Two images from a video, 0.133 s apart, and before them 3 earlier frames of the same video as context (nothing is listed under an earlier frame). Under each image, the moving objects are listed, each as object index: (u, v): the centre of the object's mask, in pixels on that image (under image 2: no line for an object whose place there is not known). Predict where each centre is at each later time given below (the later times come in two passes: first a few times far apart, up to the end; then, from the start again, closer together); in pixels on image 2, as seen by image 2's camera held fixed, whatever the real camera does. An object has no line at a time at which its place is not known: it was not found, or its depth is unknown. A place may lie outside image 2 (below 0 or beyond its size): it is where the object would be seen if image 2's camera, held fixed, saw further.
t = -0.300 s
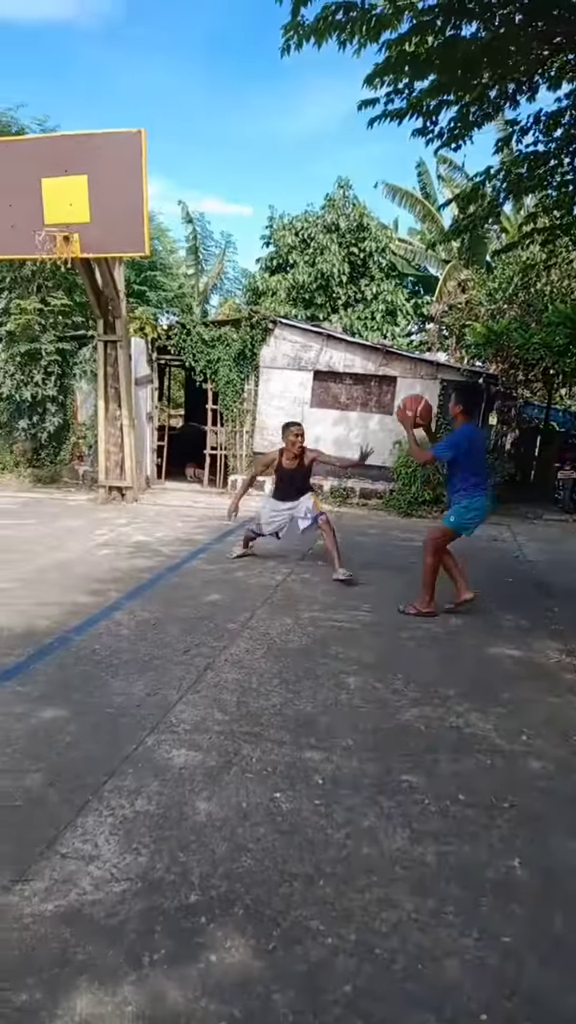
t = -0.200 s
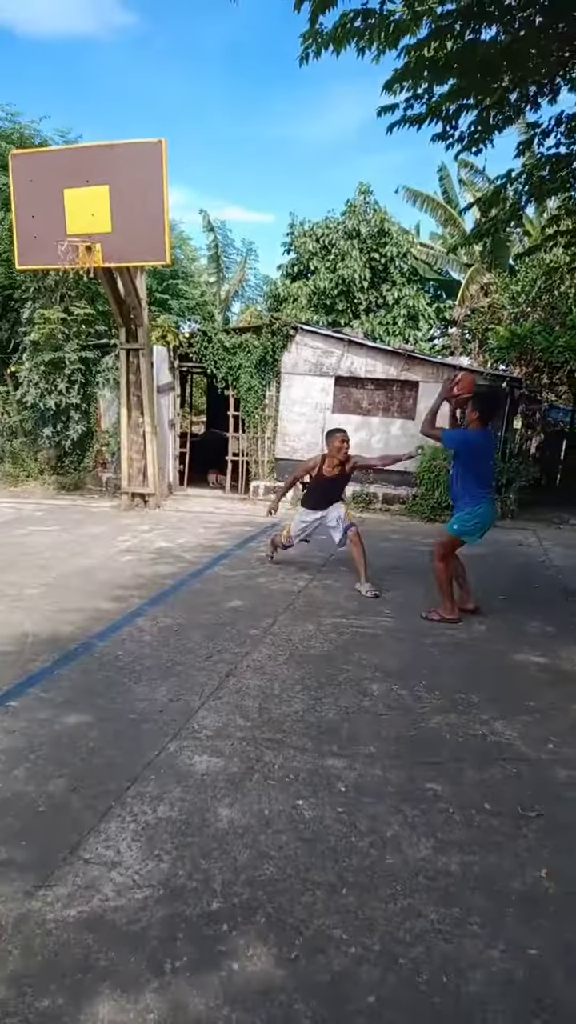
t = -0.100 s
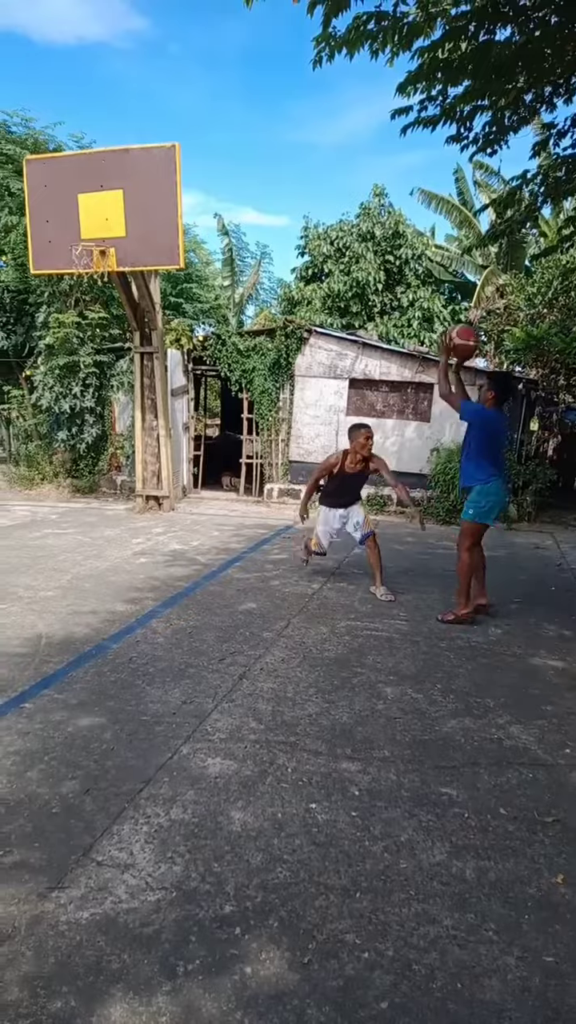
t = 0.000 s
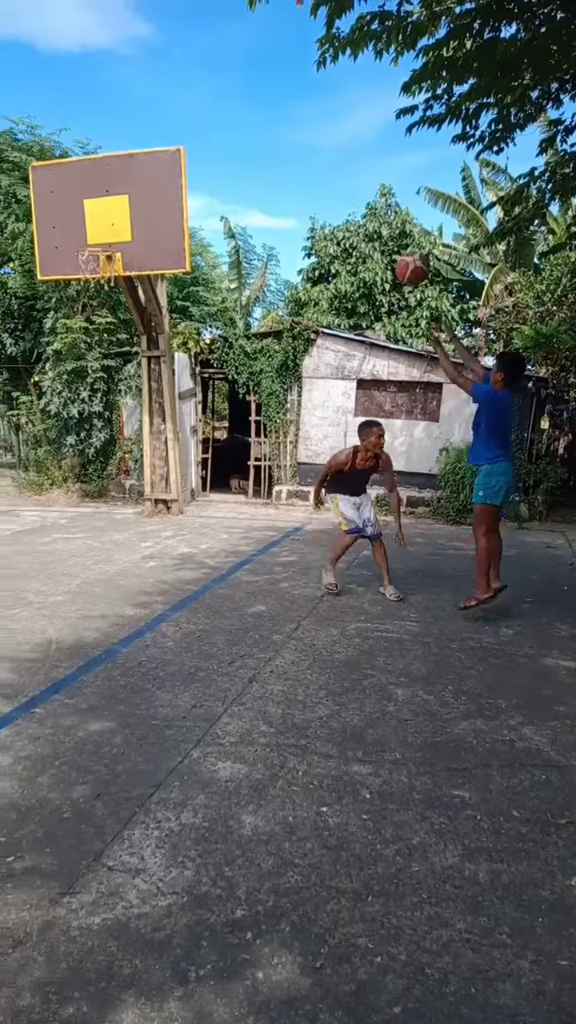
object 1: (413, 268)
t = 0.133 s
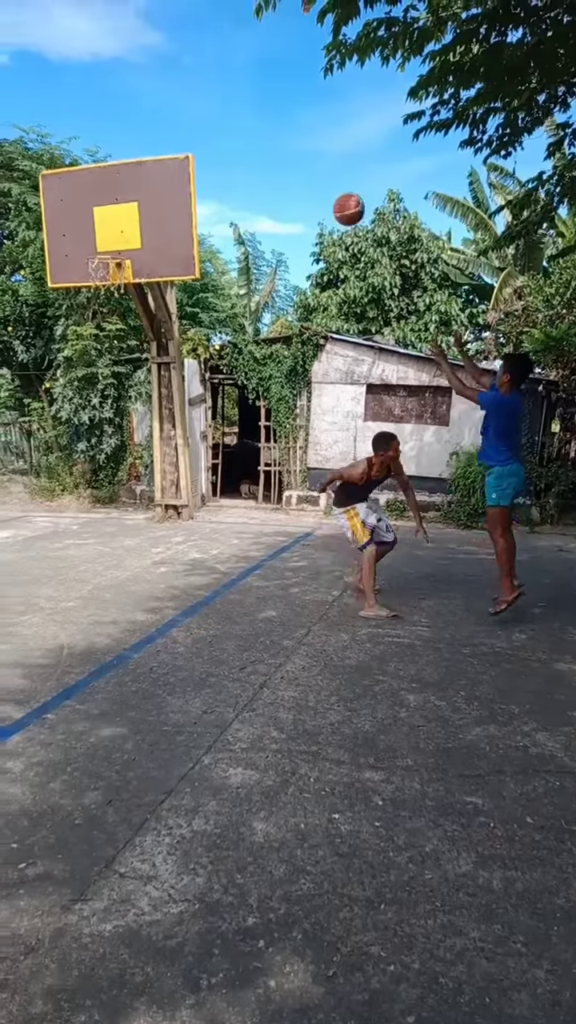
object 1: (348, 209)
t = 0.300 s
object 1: (272, 173)
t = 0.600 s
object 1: (163, 200)
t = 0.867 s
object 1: (87, 239)
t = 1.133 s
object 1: (10, 234)
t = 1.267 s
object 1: (-26, 263)
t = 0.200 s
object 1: (317, 189)
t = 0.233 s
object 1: (301, 182)
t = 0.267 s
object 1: (286, 176)
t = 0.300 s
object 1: (272, 173)
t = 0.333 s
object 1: (257, 172)
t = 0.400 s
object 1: (231, 171)
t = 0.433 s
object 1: (218, 173)
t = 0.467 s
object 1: (207, 175)
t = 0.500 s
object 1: (195, 180)
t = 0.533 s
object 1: (184, 187)
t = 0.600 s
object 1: (163, 200)
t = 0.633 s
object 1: (152, 209)
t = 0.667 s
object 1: (142, 219)
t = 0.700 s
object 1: (132, 230)
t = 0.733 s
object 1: (123, 241)
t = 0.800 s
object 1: (106, 249)
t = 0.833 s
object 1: (97, 244)
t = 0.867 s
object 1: (87, 239)
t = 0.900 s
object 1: (79, 234)
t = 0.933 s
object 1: (70, 231)
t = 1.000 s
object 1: (50, 227)
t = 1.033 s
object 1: (39, 227)
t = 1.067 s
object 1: (29, 229)
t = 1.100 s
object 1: (19, 231)
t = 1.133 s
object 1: (10, 234)
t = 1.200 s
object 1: (-8, 246)
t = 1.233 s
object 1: (-17, 253)
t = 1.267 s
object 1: (-26, 263)
